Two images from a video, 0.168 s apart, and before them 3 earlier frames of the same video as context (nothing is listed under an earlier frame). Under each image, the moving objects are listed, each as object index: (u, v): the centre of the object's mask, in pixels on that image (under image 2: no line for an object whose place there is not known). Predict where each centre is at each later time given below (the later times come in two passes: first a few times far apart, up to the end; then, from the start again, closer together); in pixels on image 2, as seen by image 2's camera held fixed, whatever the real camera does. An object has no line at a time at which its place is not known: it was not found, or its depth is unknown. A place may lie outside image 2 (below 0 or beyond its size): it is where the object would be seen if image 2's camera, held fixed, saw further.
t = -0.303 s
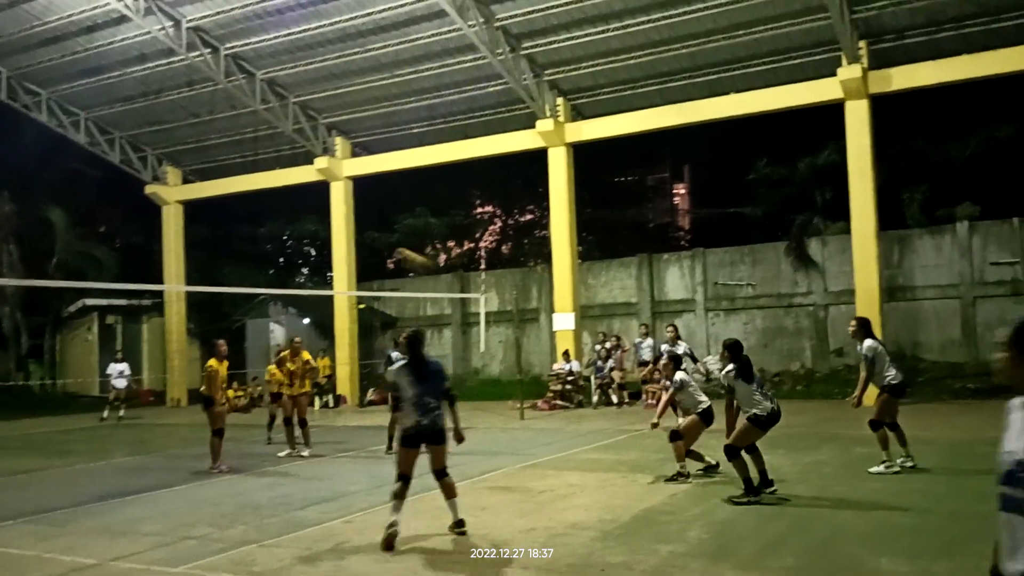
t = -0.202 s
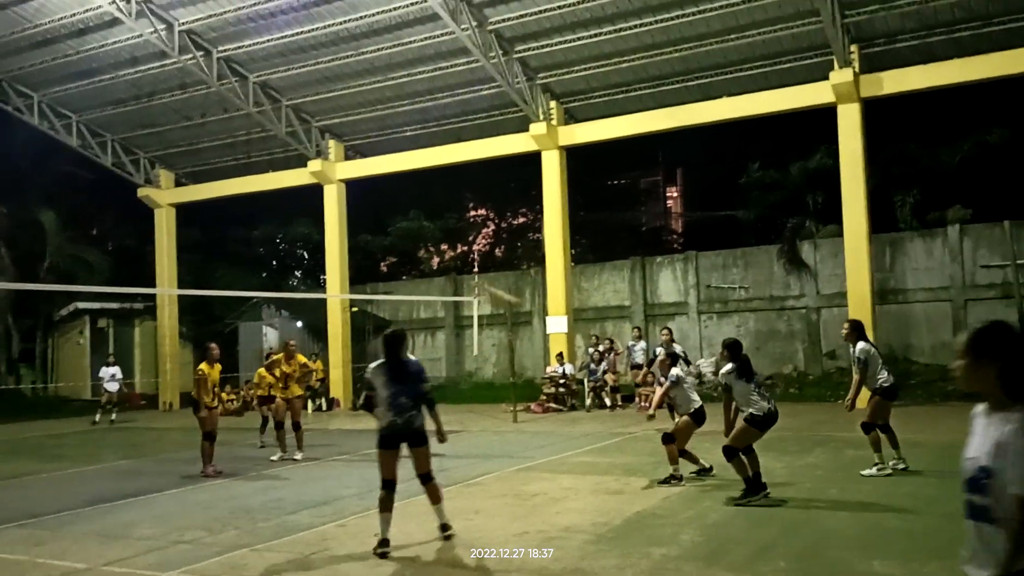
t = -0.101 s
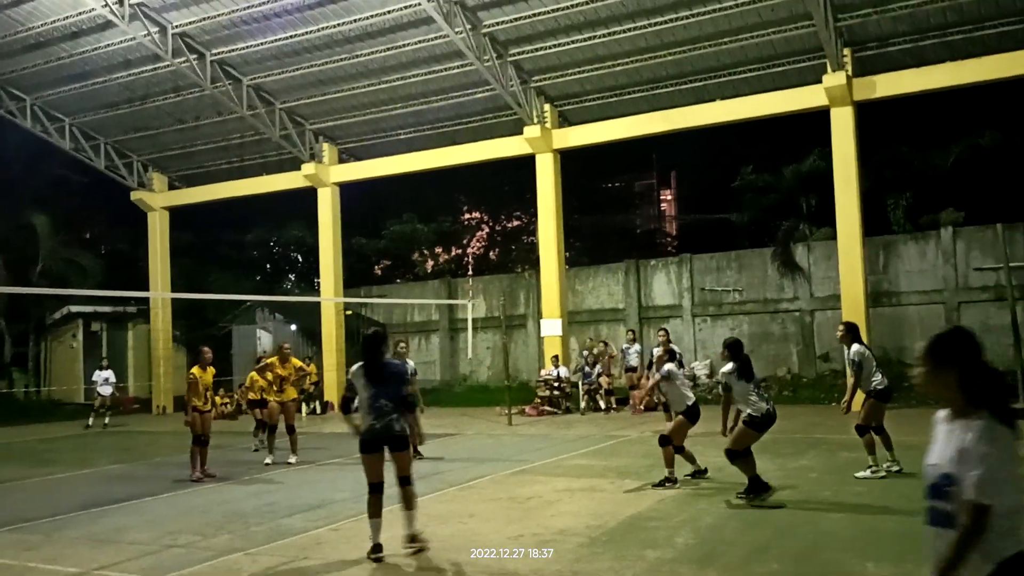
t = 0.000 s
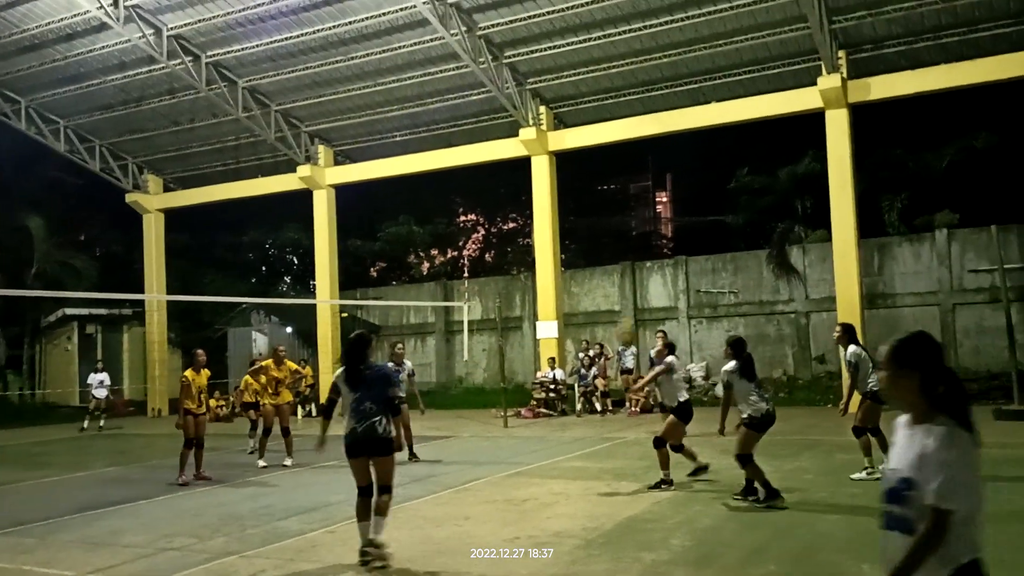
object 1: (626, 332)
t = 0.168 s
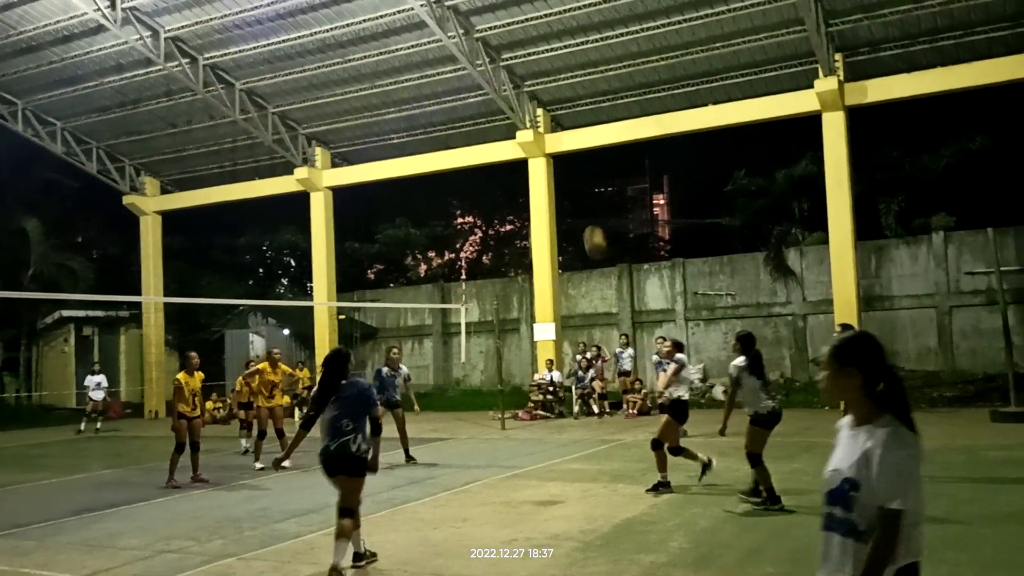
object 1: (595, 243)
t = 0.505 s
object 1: (547, 132)
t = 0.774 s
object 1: (512, 121)
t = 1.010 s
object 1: (483, 176)
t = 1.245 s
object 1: (453, 287)
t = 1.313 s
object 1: (445, 330)
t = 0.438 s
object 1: (556, 148)
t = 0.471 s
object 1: (551, 138)
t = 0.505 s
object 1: (547, 132)
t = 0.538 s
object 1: (543, 126)
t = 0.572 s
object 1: (539, 121)
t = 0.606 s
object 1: (533, 119)
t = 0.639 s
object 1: (527, 119)
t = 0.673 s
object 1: (524, 117)
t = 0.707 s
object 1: (519, 118)
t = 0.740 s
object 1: (516, 119)
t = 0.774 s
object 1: (512, 121)
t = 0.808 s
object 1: (506, 126)
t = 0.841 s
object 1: (504, 130)
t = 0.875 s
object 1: (499, 136)
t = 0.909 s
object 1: (495, 142)
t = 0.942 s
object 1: (491, 152)
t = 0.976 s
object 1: (486, 167)
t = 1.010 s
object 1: (483, 176)
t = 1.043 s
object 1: (479, 187)
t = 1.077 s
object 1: (474, 200)
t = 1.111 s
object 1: (470, 214)
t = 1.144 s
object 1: (465, 230)
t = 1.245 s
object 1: (453, 287)
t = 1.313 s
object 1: (445, 330)
